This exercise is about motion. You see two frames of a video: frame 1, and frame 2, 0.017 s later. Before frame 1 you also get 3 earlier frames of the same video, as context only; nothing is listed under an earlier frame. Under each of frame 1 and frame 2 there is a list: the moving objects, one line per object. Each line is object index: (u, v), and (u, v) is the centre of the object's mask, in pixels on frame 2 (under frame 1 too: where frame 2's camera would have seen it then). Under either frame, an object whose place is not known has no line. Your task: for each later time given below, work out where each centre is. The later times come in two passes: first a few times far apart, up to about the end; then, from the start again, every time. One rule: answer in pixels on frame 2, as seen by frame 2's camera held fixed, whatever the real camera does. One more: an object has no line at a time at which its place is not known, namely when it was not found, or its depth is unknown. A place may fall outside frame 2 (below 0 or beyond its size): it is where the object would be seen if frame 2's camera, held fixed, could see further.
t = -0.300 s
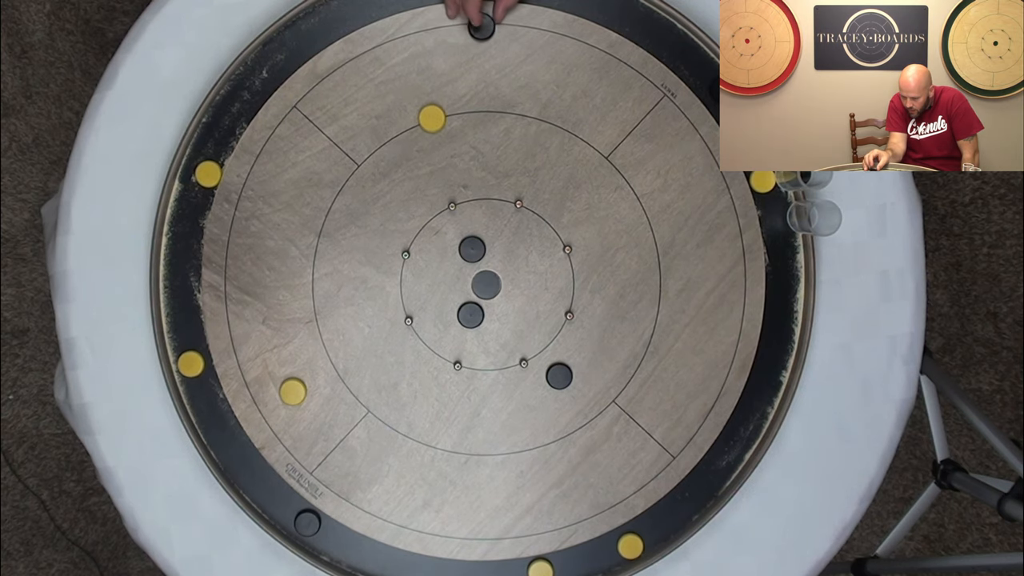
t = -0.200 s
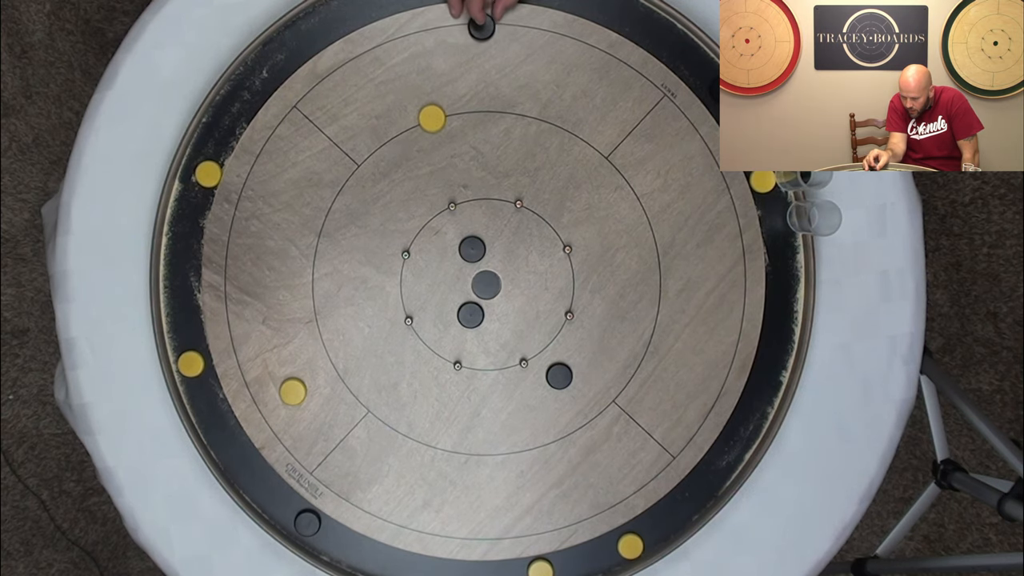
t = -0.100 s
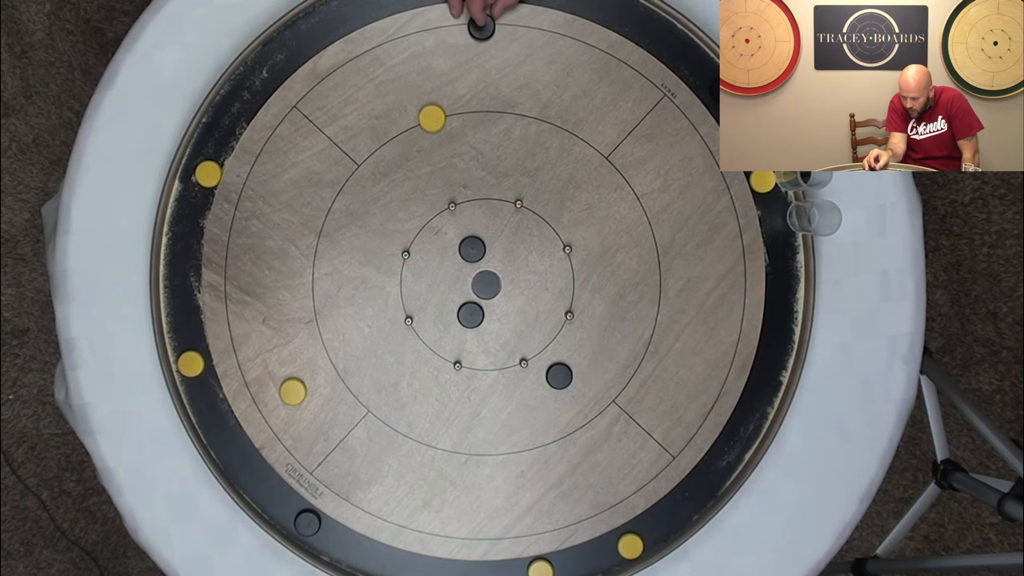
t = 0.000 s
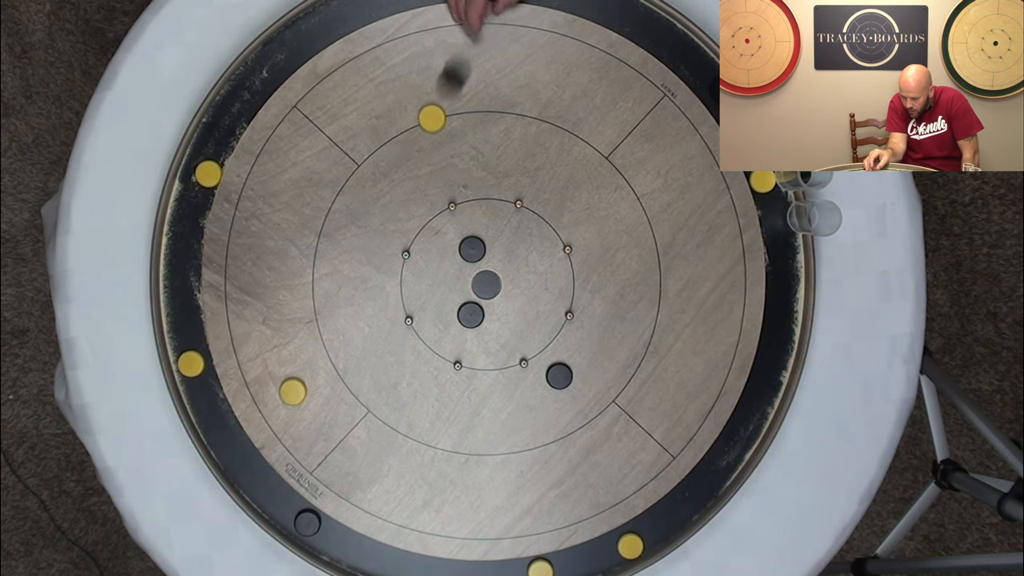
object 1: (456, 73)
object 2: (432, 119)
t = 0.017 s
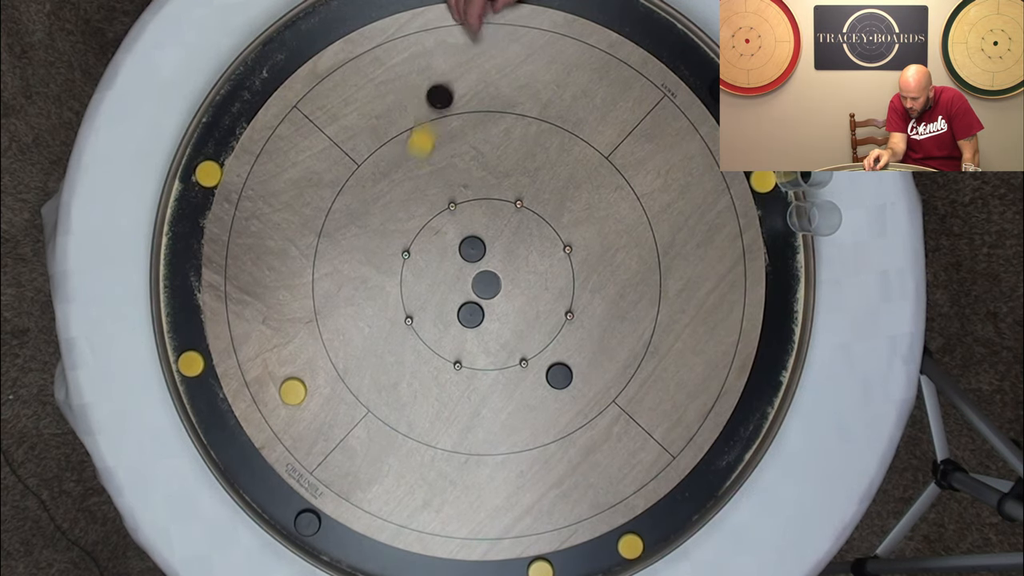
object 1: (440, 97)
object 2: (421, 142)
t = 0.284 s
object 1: (336, 178)
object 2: (359, 476)
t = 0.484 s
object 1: (277, 216)
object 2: (411, 570)
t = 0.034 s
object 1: (433, 102)
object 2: (405, 176)
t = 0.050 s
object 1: (426, 108)
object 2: (390, 211)
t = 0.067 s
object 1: (418, 114)
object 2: (374, 243)
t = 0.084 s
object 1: (412, 120)
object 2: (359, 276)
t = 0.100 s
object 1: (405, 126)
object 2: (344, 309)
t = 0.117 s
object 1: (398, 132)
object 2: (329, 342)
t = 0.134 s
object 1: (391, 137)
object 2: (315, 373)
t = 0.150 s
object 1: (385, 142)
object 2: (319, 386)
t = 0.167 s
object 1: (378, 147)
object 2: (324, 398)
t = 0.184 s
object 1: (372, 151)
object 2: (330, 410)
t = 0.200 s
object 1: (366, 156)
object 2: (335, 421)
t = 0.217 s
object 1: (360, 161)
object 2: (339, 433)
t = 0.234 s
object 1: (354, 165)
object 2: (344, 444)
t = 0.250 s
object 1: (348, 170)
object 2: (349, 455)
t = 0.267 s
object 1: (342, 174)
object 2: (354, 466)
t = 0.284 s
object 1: (336, 178)
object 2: (359, 476)
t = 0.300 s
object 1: (330, 181)
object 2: (364, 486)
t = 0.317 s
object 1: (325, 185)
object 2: (368, 496)
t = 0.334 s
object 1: (319, 188)
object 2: (373, 506)
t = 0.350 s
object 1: (314, 191)
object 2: (377, 516)
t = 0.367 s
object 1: (309, 195)
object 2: (381, 525)
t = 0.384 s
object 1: (303, 198)
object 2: (386, 535)
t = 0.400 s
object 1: (299, 201)
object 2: (390, 544)
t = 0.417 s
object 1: (294, 205)
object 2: (394, 553)
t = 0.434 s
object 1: (290, 207)
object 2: (398, 561)
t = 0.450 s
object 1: (285, 210)
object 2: (403, 566)
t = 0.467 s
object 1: (281, 213)
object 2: (406, 569)
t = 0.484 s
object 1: (277, 216)
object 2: (411, 570)
